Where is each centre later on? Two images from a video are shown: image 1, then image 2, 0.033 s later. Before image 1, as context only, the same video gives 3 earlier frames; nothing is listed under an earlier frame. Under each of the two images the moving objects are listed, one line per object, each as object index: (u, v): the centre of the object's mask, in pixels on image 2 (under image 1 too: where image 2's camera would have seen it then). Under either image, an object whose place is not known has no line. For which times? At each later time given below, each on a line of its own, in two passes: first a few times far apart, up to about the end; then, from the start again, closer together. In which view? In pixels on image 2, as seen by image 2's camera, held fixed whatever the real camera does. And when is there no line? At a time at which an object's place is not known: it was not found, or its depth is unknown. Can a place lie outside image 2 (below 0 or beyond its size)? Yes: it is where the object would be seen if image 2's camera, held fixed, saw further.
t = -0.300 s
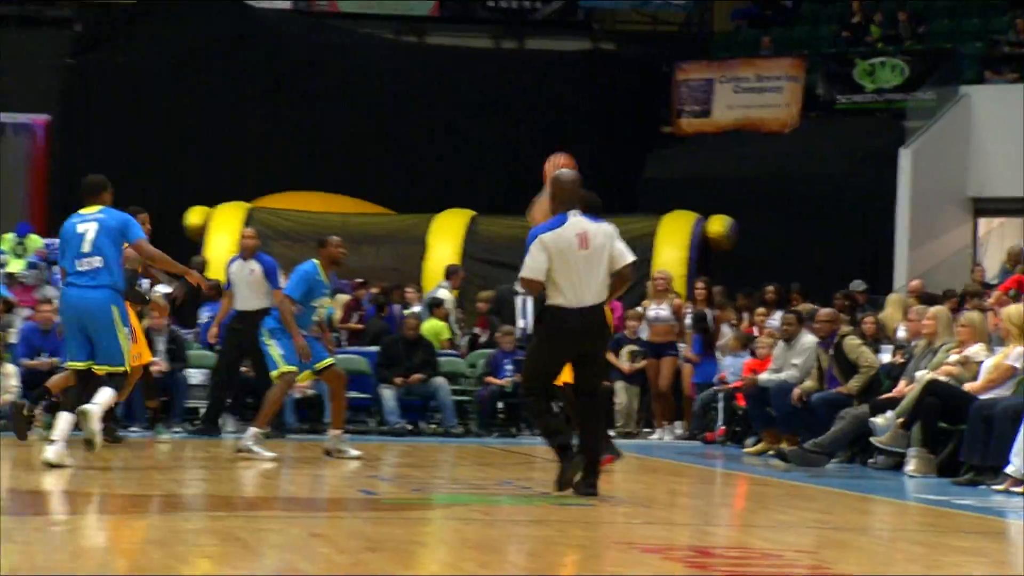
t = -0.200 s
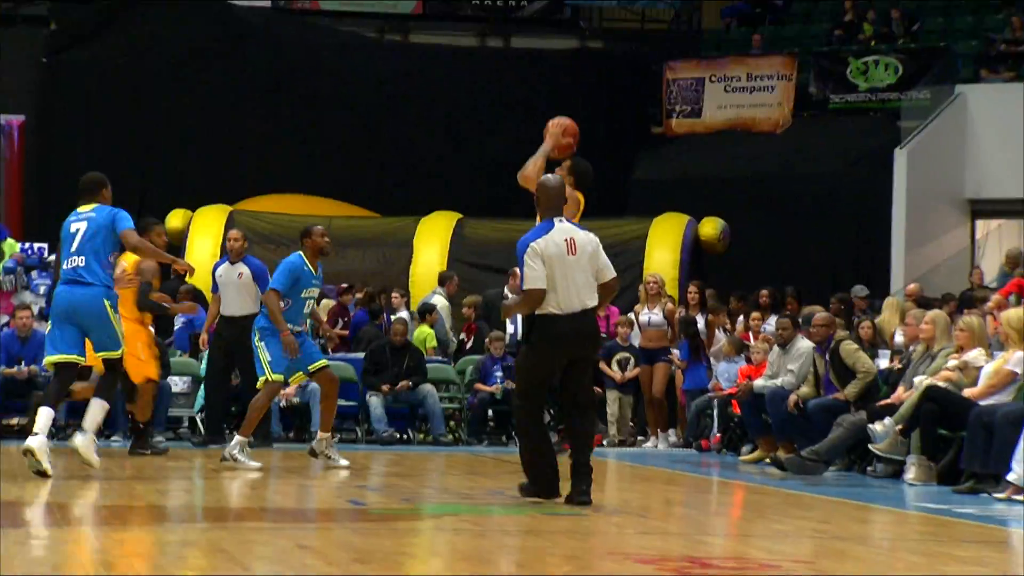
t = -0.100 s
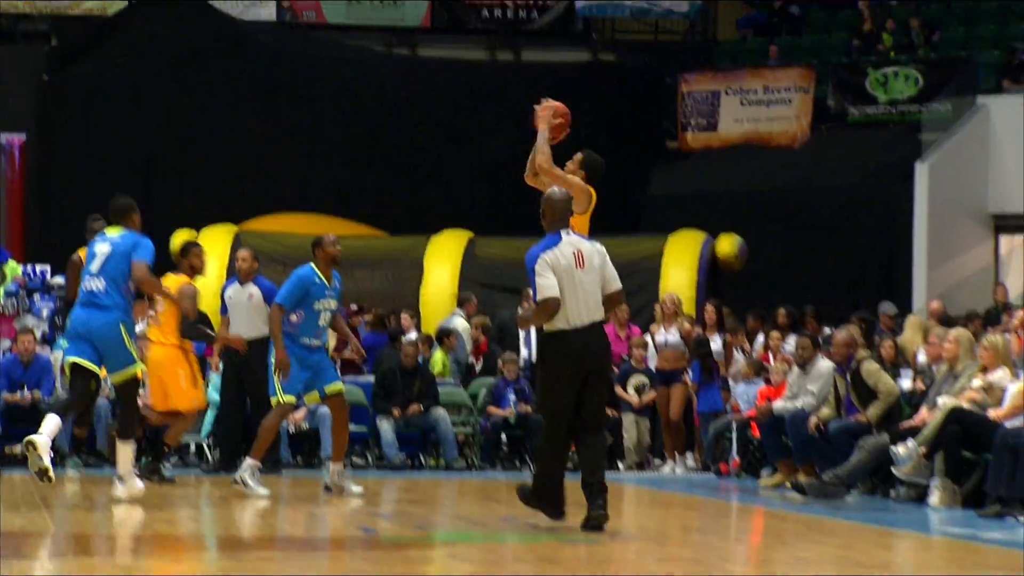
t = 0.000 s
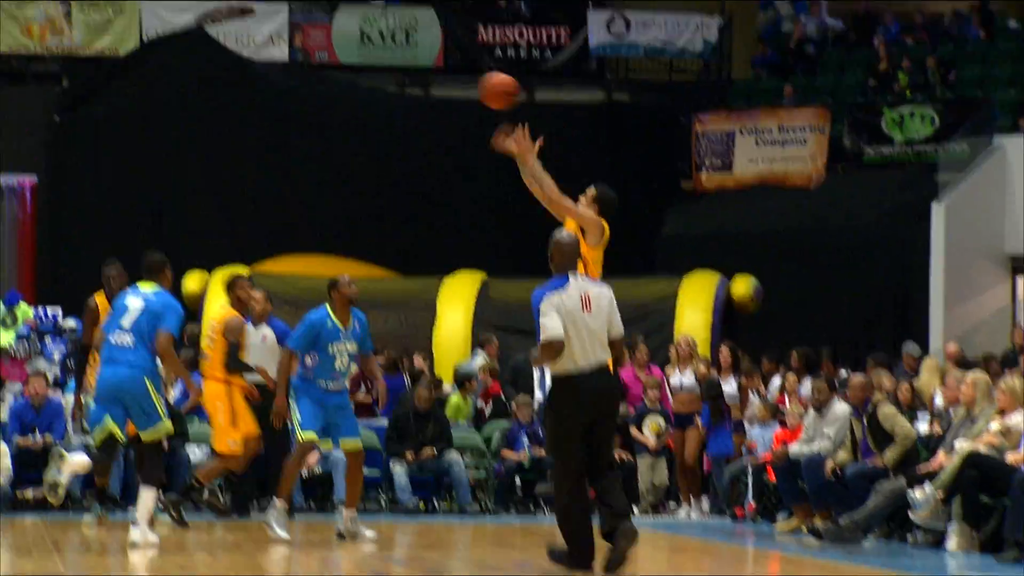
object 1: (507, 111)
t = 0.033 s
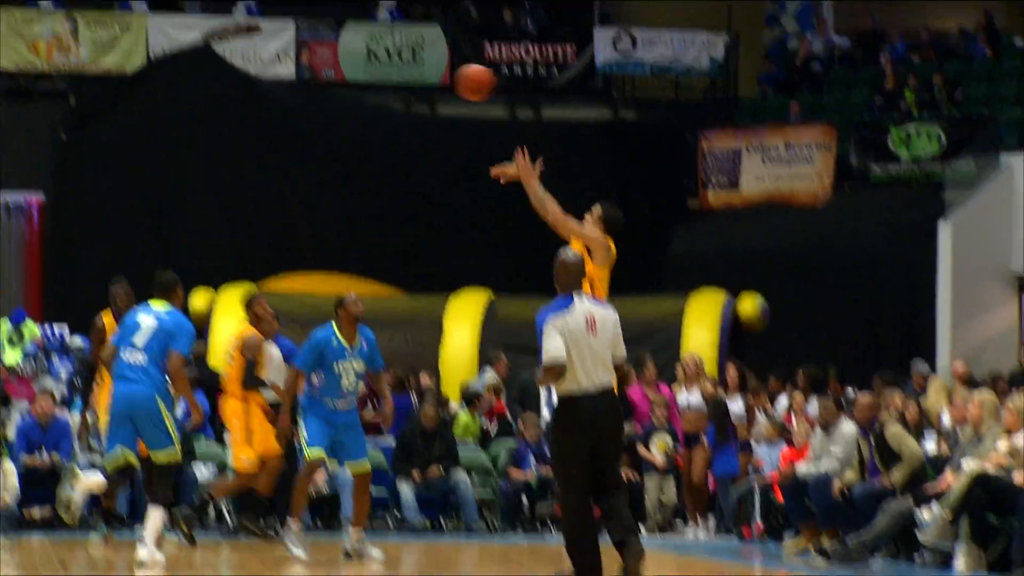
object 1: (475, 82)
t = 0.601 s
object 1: (-25, -106)
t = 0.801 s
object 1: (-196, -61)
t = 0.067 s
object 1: (444, 57)
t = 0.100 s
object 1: (413, 33)
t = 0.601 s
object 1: (-25, -106)
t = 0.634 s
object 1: (-54, -103)
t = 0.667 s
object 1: (-82, -98)
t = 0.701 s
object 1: (-110, -92)
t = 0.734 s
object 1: (-139, -84)
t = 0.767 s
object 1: (-168, -74)
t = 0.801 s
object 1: (-196, -61)
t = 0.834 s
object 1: (-225, -48)
